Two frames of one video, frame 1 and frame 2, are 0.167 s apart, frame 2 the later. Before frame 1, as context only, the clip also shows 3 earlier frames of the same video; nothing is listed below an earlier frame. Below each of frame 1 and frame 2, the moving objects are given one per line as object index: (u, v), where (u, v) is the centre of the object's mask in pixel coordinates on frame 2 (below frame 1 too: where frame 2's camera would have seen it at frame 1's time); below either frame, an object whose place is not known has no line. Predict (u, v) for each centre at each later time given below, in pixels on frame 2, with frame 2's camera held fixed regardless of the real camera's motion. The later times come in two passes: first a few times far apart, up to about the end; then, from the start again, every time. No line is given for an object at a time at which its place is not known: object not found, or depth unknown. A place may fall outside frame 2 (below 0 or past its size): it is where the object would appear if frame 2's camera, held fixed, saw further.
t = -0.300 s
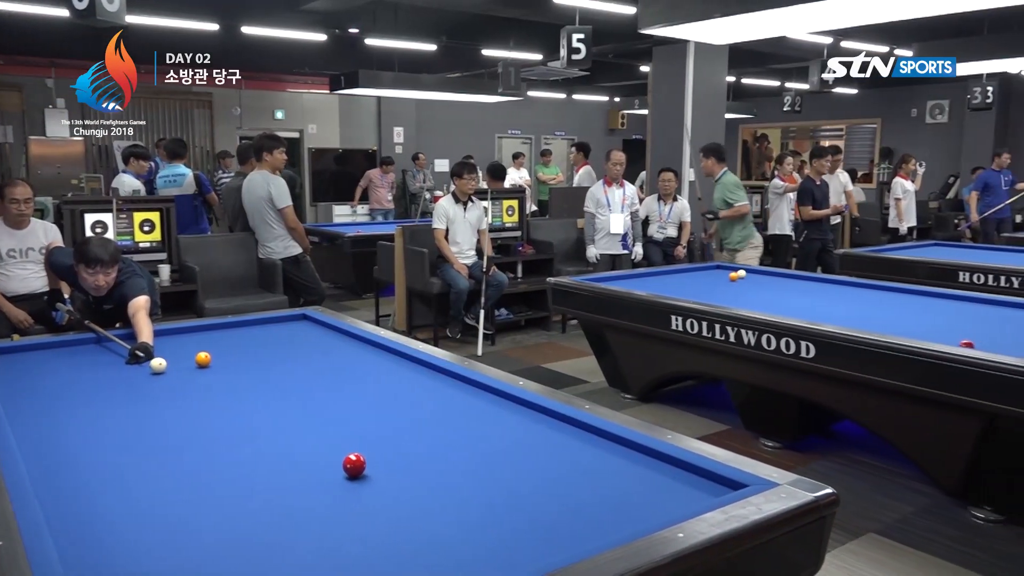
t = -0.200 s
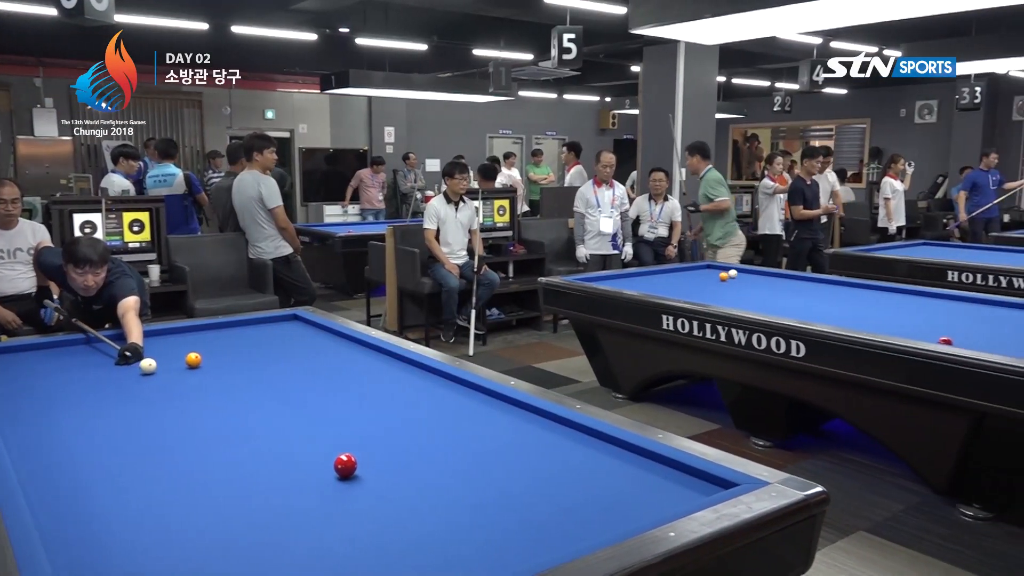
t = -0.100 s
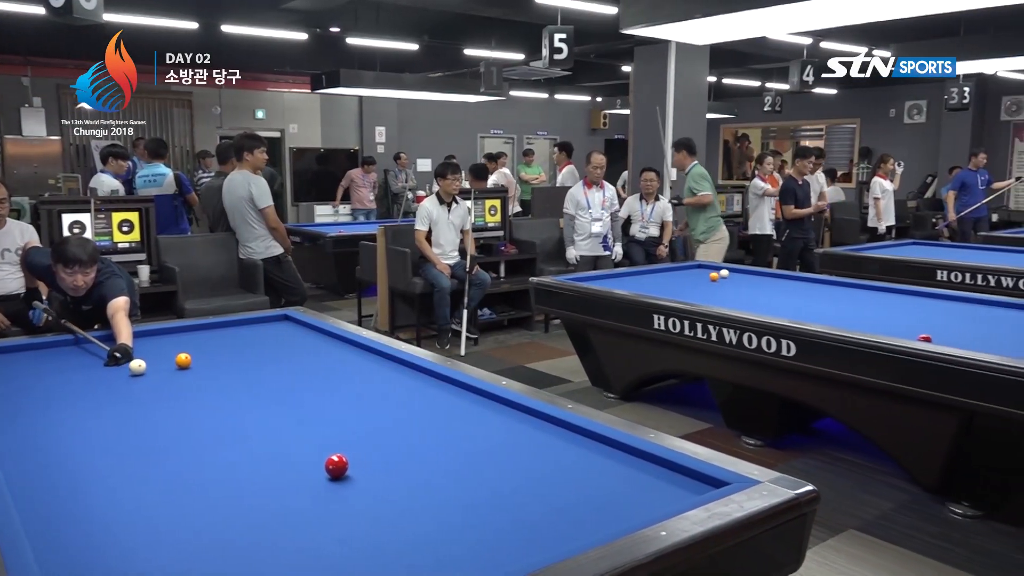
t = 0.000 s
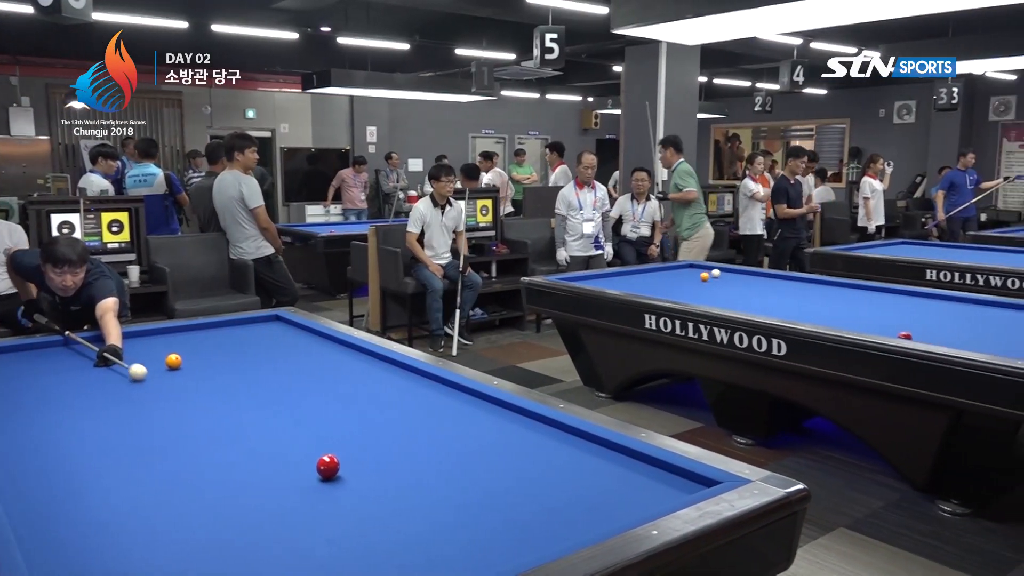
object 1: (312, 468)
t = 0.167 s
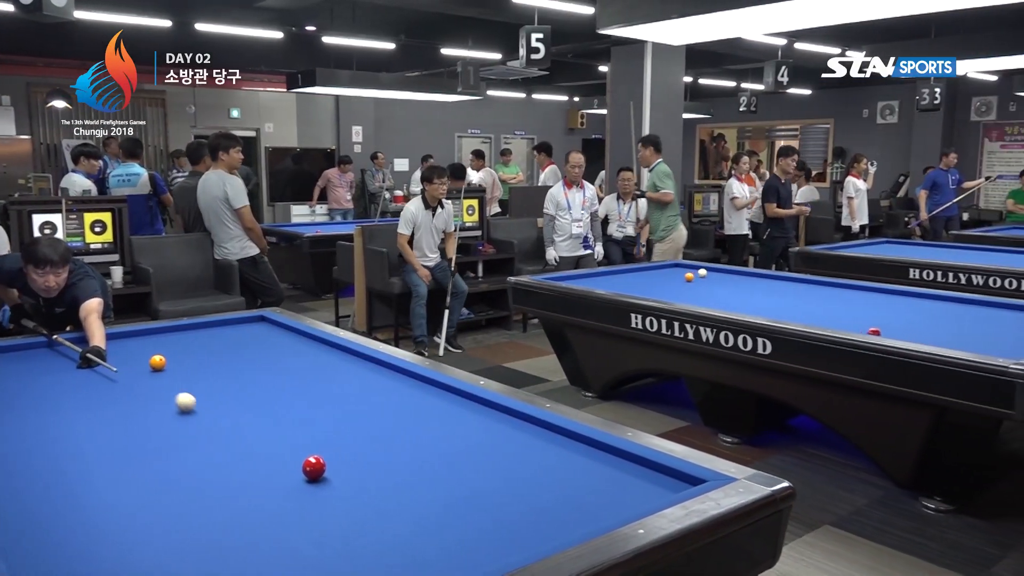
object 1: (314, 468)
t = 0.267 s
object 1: (314, 468)
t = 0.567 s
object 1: (344, 524)
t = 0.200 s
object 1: (314, 469)
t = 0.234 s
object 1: (314, 468)
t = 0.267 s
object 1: (314, 468)
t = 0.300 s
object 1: (315, 468)
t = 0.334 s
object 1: (315, 468)
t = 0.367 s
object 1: (316, 468)
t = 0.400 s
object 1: (316, 468)
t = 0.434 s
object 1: (318, 473)
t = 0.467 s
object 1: (324, 484)
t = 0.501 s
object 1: (330, 497)
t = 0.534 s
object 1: (337, 510)
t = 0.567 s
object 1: (344, 524)
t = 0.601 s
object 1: (351, 539)
